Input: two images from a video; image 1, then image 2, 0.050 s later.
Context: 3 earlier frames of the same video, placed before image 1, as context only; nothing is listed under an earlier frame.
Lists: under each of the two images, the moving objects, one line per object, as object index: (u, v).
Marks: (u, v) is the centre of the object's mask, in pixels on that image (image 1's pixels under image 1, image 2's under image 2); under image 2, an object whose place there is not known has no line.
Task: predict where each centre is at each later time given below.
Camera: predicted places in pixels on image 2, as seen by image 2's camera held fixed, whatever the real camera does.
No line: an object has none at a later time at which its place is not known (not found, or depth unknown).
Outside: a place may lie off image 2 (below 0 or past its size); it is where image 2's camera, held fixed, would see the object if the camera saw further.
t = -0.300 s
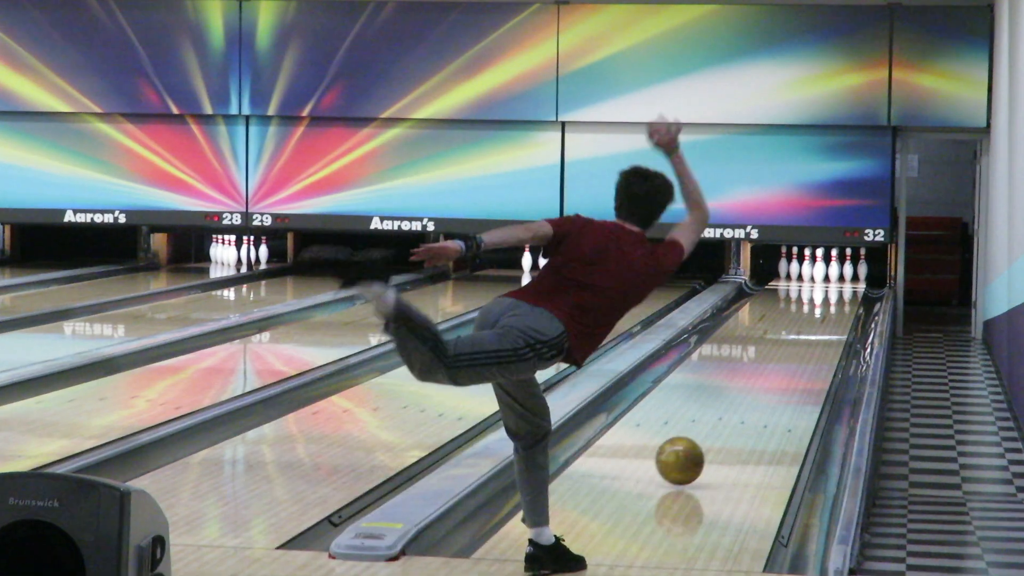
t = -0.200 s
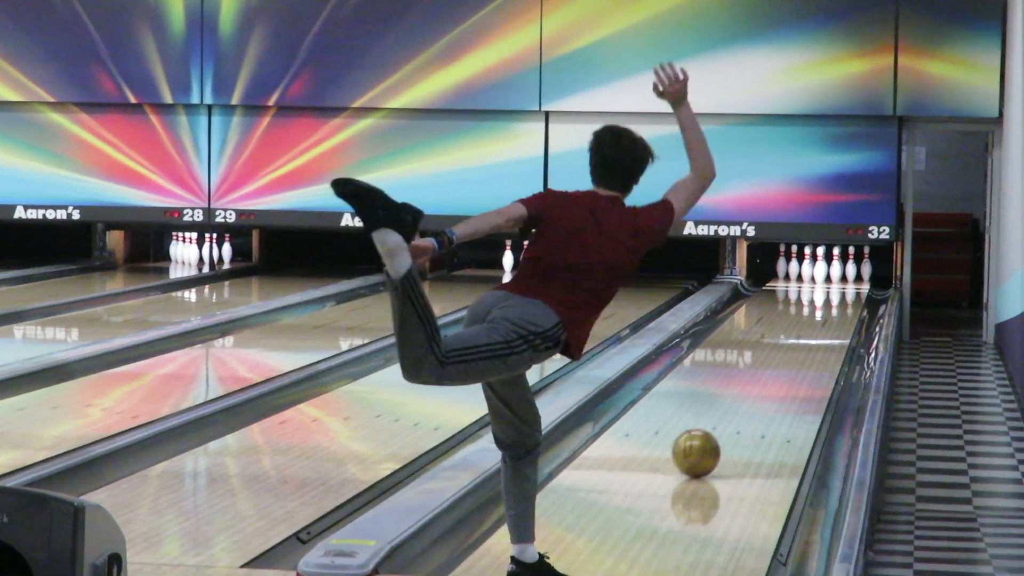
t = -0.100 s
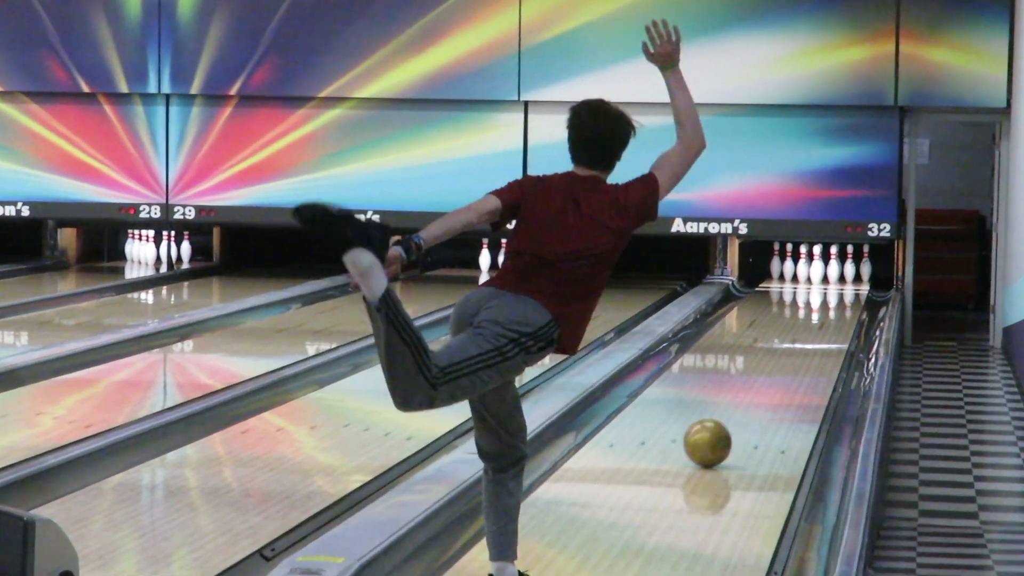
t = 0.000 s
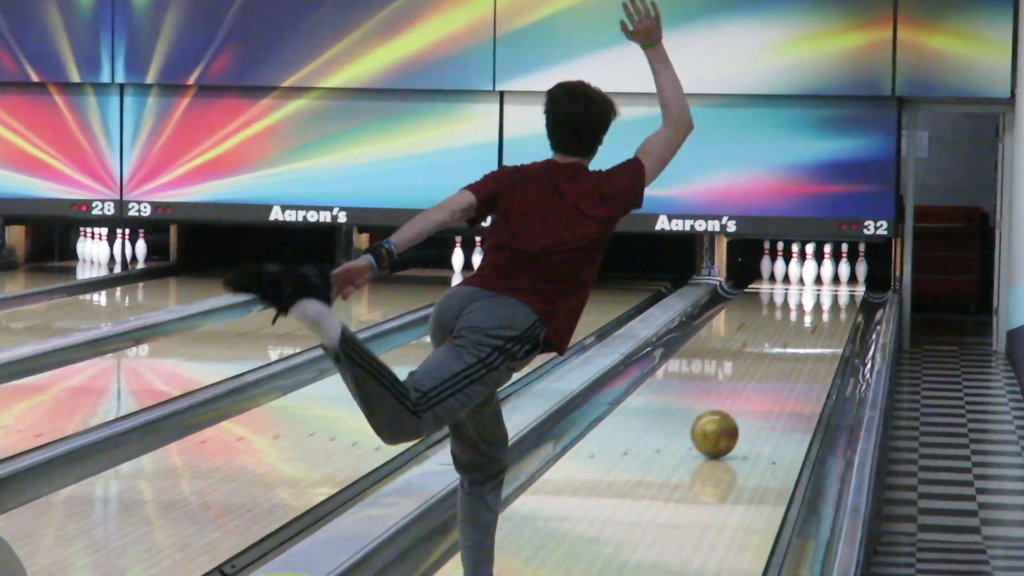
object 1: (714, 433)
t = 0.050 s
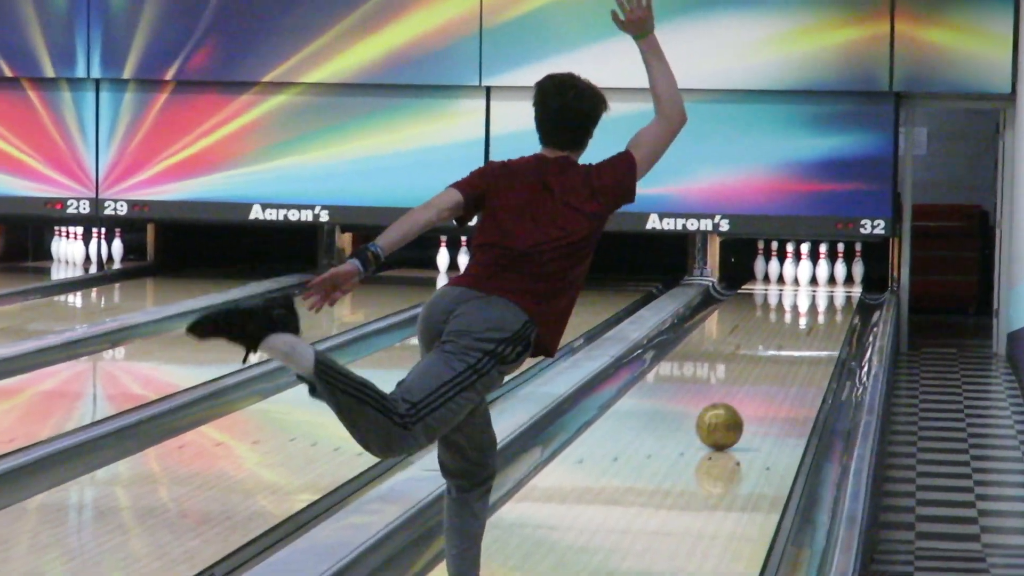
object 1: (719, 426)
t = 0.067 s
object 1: (719, 426)
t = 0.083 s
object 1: (725, 421)
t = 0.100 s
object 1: (725, 421)
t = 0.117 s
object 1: (730, 416)
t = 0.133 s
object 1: (730, 416)
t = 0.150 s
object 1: (736, 410)
